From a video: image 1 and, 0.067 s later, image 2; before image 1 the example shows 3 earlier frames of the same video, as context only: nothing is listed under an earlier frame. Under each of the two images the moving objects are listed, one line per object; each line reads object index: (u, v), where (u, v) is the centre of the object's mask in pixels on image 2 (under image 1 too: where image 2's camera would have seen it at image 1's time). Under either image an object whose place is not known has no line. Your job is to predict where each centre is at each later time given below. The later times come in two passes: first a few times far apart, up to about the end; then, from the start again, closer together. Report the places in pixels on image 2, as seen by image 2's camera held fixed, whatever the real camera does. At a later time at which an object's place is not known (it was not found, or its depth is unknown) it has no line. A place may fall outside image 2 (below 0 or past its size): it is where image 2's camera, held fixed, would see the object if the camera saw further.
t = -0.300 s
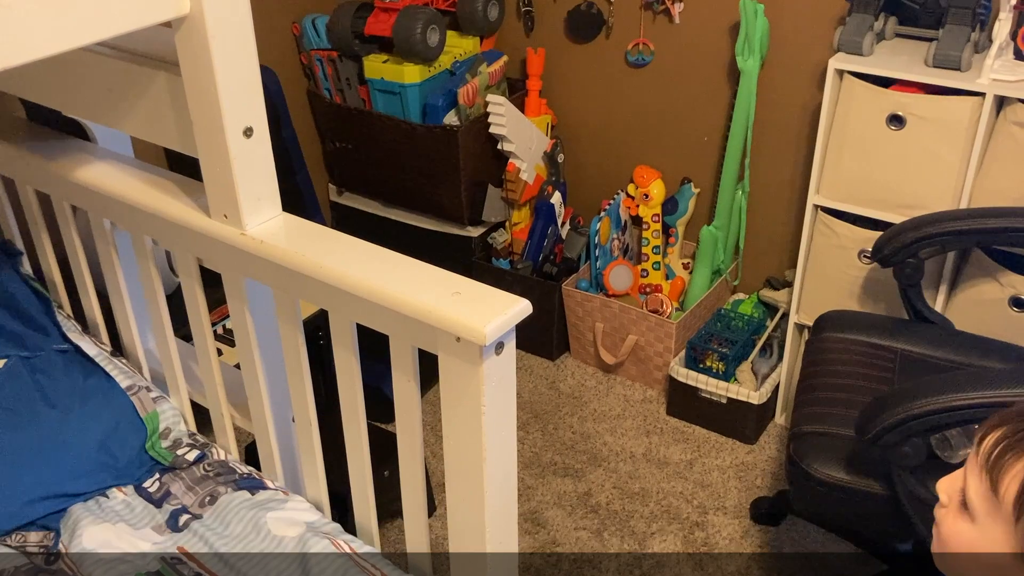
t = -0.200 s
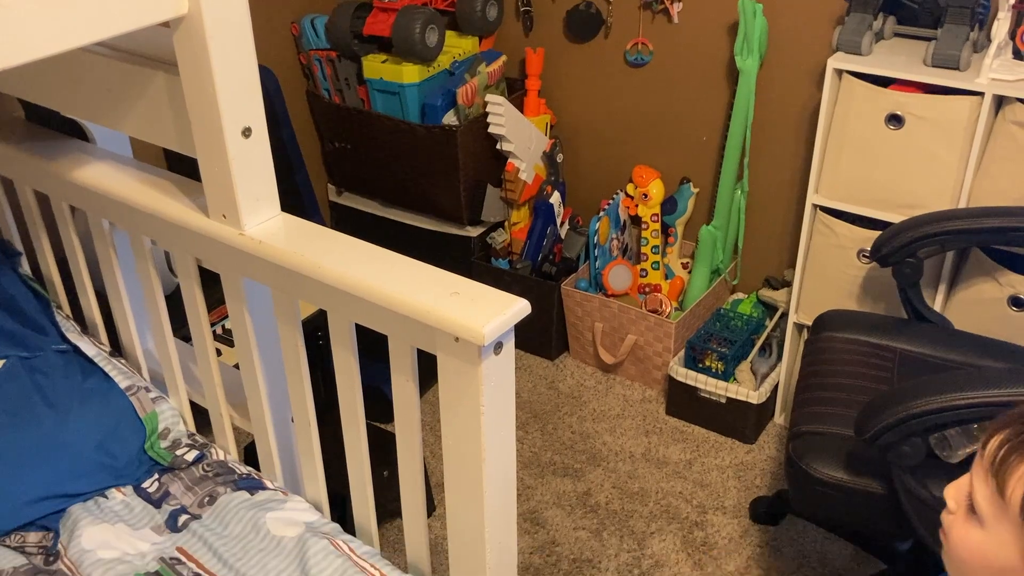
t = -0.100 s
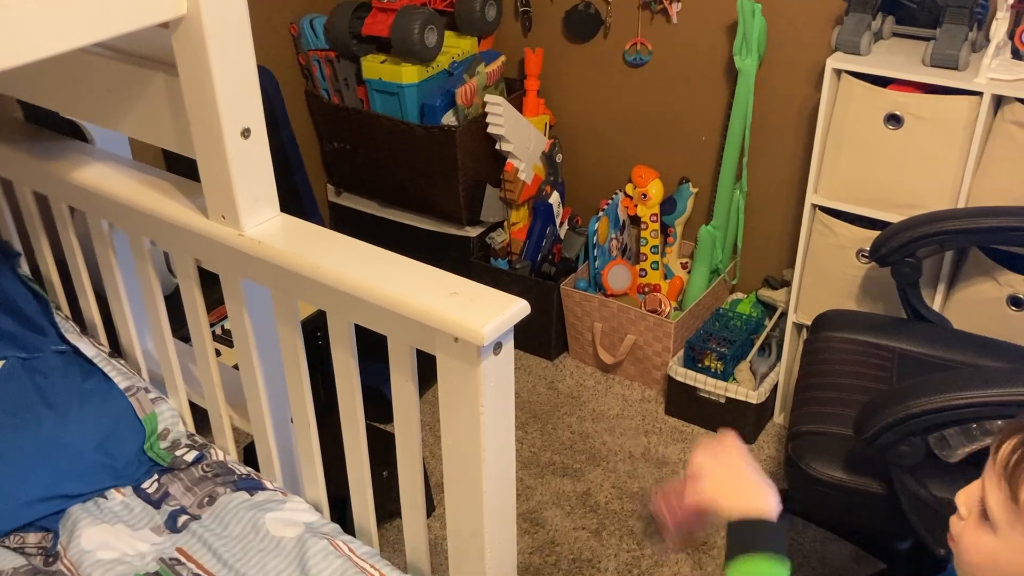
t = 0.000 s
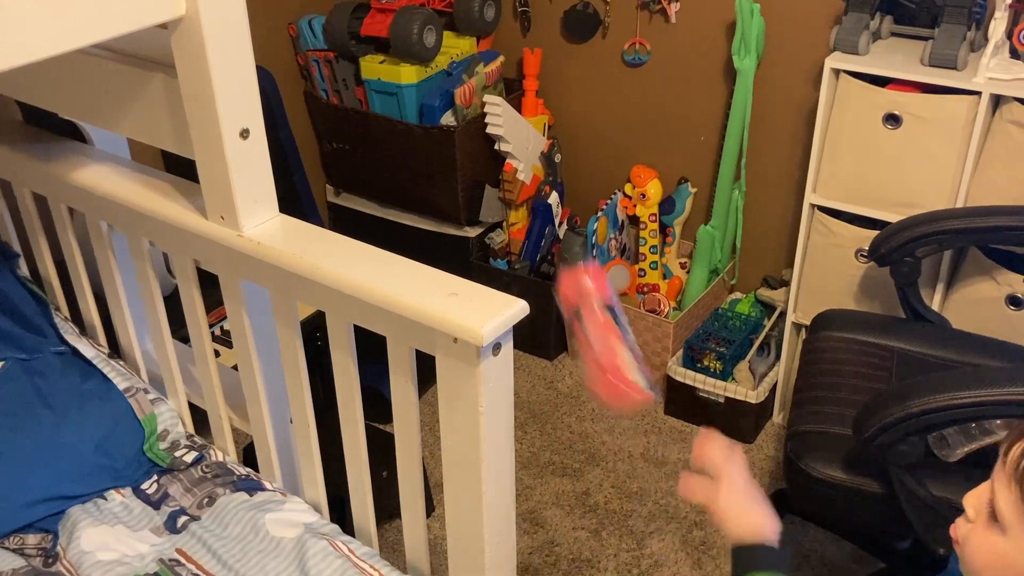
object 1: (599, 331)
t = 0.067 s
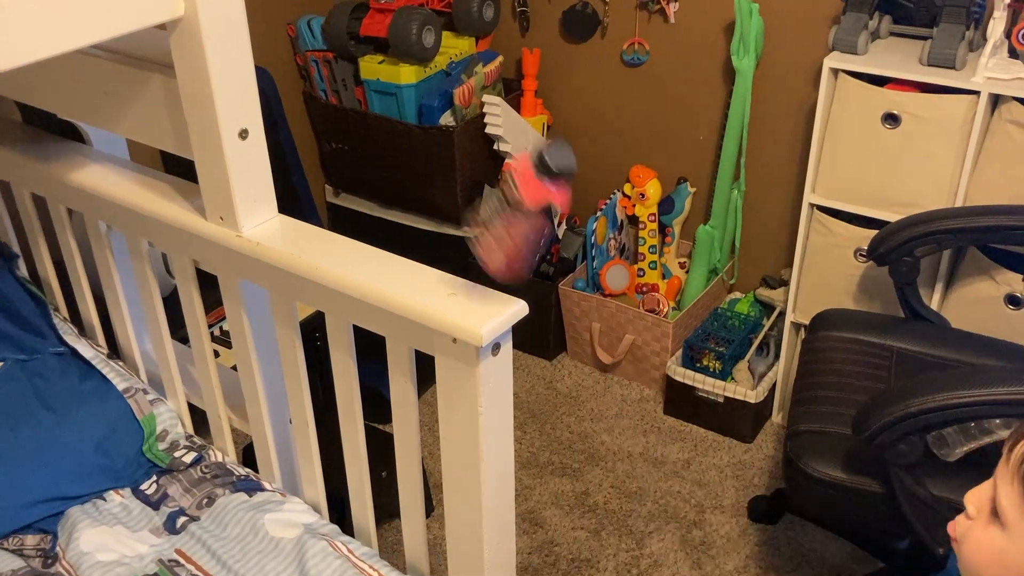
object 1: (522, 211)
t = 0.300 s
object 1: (343, 108)
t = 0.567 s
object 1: (279, 157)
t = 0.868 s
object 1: (279, 157)
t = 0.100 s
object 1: (490, 162)
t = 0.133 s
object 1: (460, 125)
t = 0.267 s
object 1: (362, 91)
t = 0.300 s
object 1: (343, 108)
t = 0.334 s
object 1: (324, 132)
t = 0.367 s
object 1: (309, 159)
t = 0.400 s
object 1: (295, 162)
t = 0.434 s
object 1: (280, 158)
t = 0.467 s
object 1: (279, 156)
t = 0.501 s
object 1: (279, 156)
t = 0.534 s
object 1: (279, 157)
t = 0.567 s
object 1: (279, 157)
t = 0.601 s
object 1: (279, 157)
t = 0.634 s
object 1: (279, 157)
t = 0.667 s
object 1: (279, 156)
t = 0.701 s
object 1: (279, 157)
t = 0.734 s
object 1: (279, 157)
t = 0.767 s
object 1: (279, 157)
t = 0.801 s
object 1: (279, 157)
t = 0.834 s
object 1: (279, 157)
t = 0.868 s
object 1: (279, 157)
